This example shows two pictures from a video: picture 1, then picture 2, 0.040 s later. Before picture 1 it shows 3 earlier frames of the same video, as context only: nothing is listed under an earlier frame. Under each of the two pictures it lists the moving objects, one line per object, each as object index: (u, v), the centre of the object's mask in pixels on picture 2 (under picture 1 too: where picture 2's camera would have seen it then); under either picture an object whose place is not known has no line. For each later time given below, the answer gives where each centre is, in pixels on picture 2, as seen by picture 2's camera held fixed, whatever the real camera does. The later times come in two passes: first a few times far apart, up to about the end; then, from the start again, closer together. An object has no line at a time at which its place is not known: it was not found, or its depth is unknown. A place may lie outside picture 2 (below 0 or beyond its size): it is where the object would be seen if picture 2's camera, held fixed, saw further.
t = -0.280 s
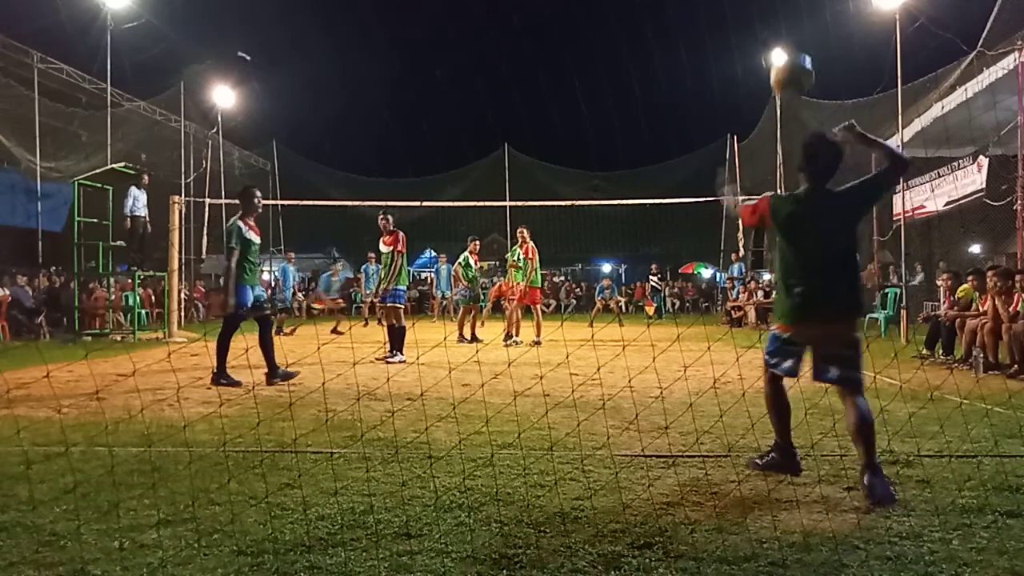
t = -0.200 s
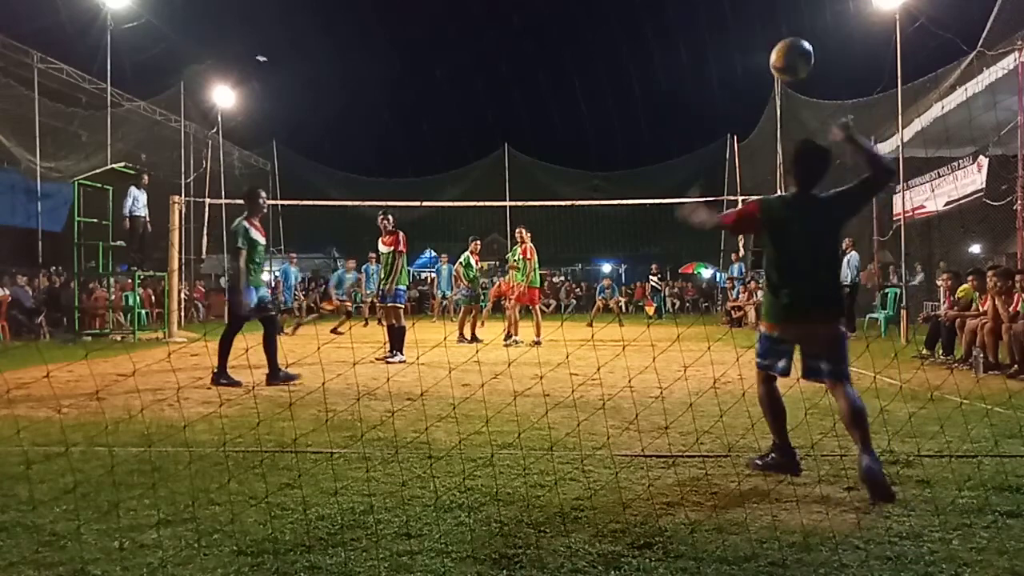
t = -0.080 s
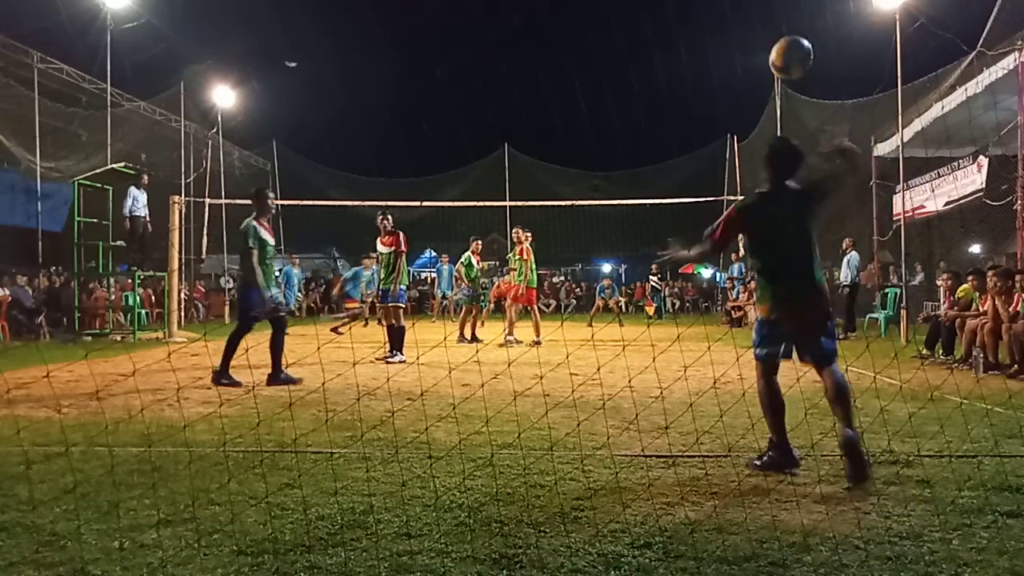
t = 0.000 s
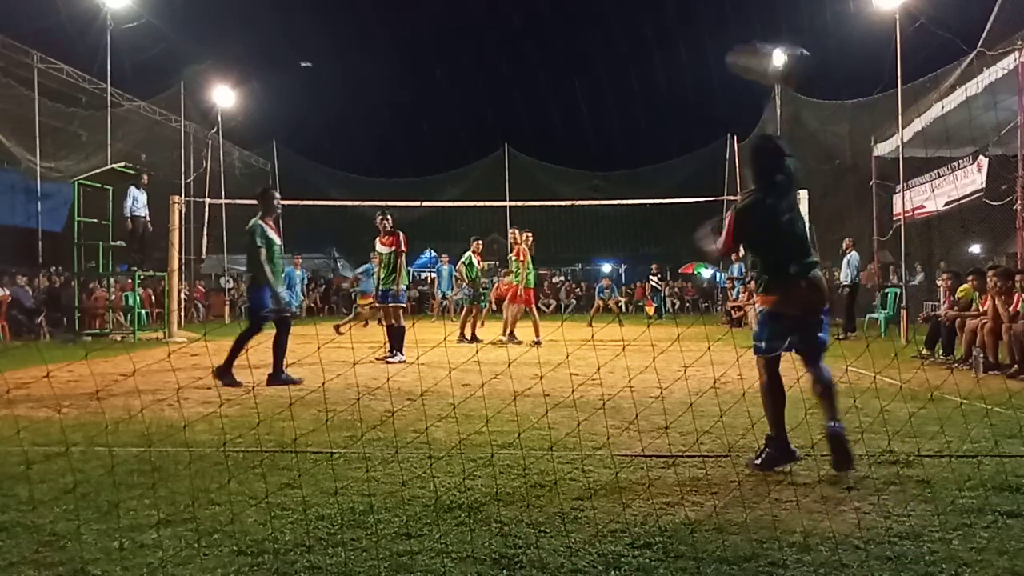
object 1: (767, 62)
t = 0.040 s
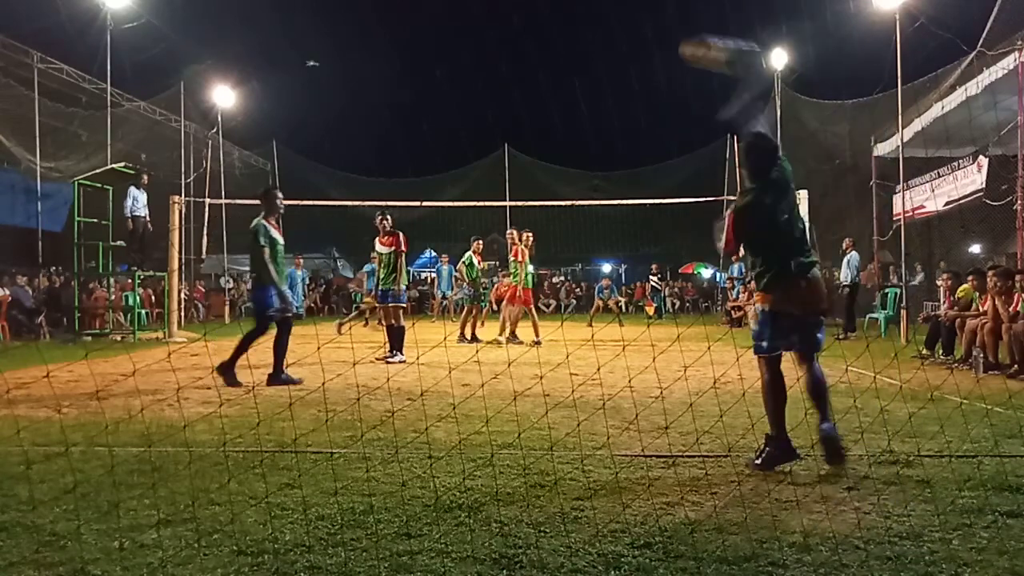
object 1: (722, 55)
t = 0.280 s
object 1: (542, 47)
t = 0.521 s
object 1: (465, 89)
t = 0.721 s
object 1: (429, 137)
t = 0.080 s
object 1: (675, 47)
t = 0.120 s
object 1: (639, 43)
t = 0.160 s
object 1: (609, 41)
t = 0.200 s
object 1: (583, 42)
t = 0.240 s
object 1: (561, 44)
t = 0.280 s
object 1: (542, 47)
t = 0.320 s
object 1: (525, 53)
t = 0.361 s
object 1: (510, 58)
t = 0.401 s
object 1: (497, 65)
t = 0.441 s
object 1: (485, 72)
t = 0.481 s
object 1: (475, 80)
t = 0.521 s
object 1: (465, 89)
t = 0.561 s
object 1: (457, 98)
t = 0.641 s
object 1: (441, 117)
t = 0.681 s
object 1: (435, 127)
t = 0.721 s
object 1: (429, 137)
